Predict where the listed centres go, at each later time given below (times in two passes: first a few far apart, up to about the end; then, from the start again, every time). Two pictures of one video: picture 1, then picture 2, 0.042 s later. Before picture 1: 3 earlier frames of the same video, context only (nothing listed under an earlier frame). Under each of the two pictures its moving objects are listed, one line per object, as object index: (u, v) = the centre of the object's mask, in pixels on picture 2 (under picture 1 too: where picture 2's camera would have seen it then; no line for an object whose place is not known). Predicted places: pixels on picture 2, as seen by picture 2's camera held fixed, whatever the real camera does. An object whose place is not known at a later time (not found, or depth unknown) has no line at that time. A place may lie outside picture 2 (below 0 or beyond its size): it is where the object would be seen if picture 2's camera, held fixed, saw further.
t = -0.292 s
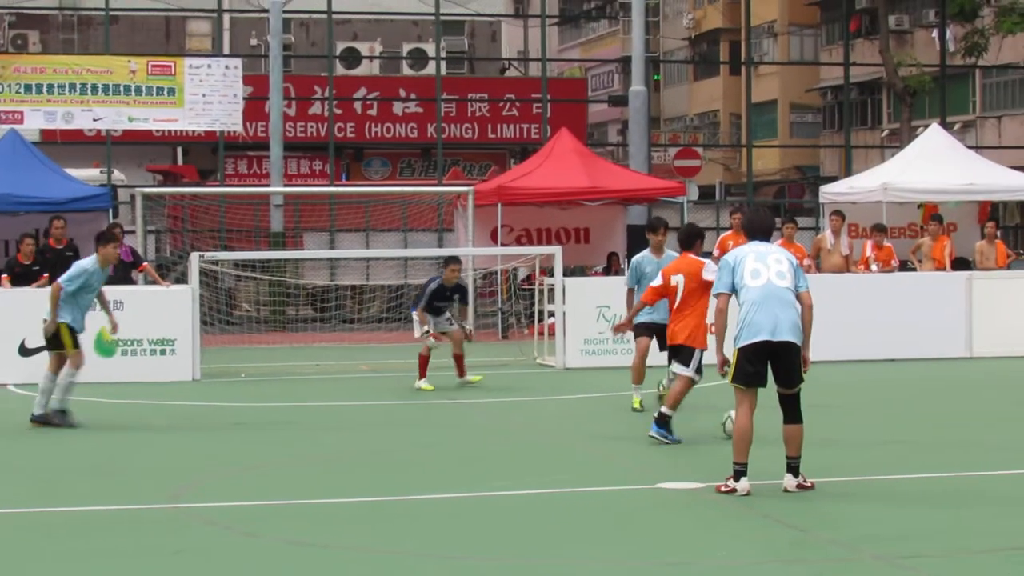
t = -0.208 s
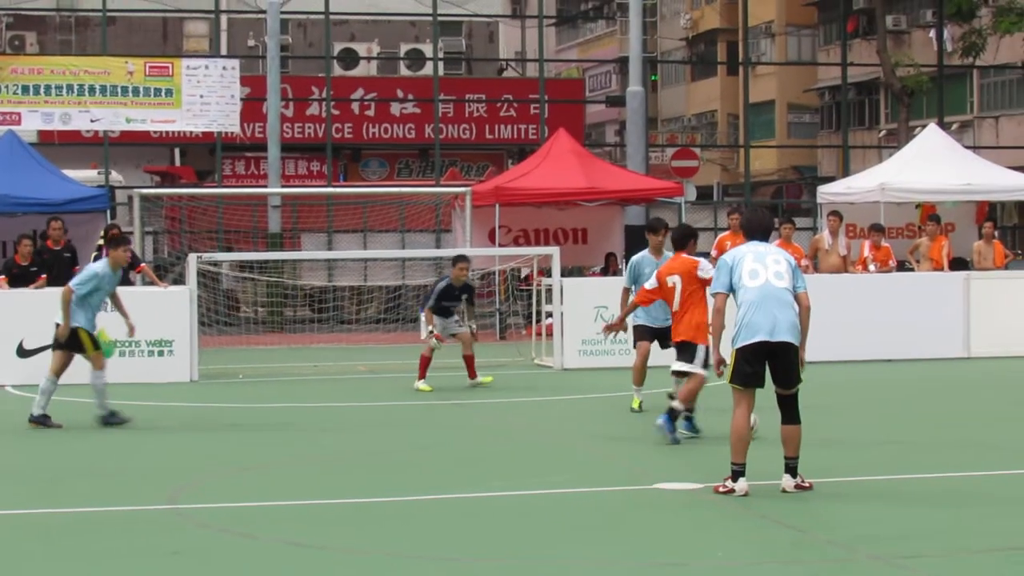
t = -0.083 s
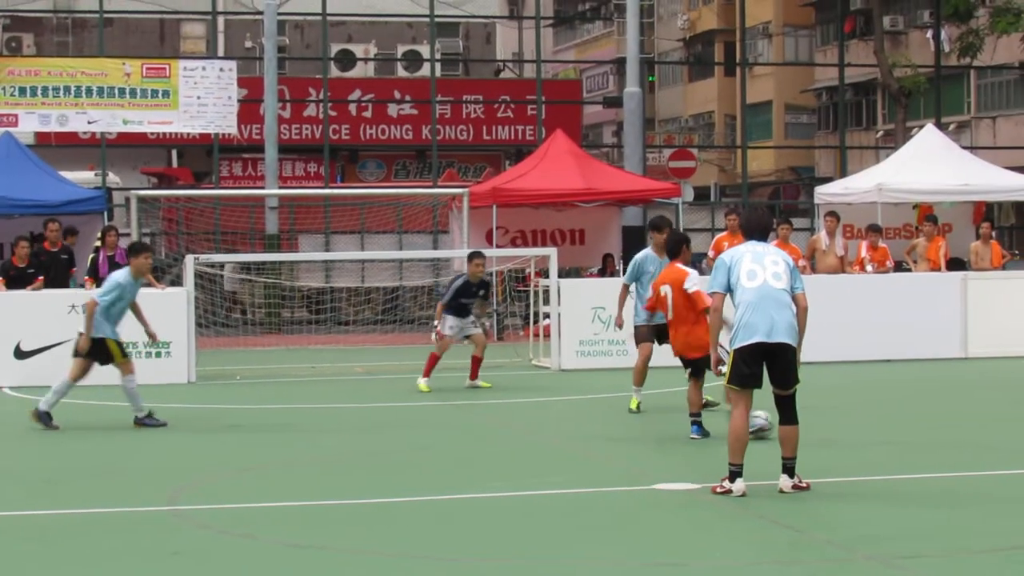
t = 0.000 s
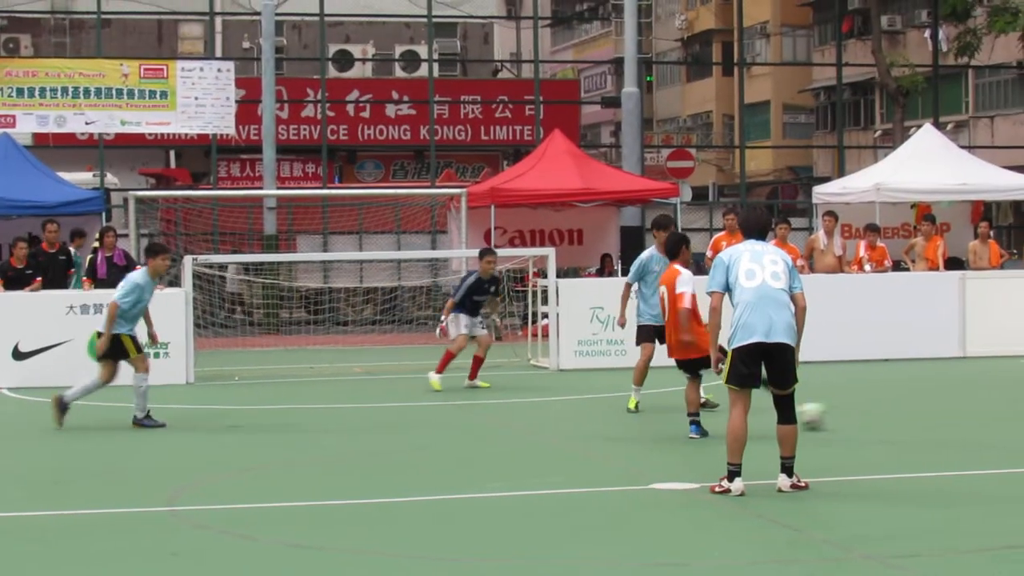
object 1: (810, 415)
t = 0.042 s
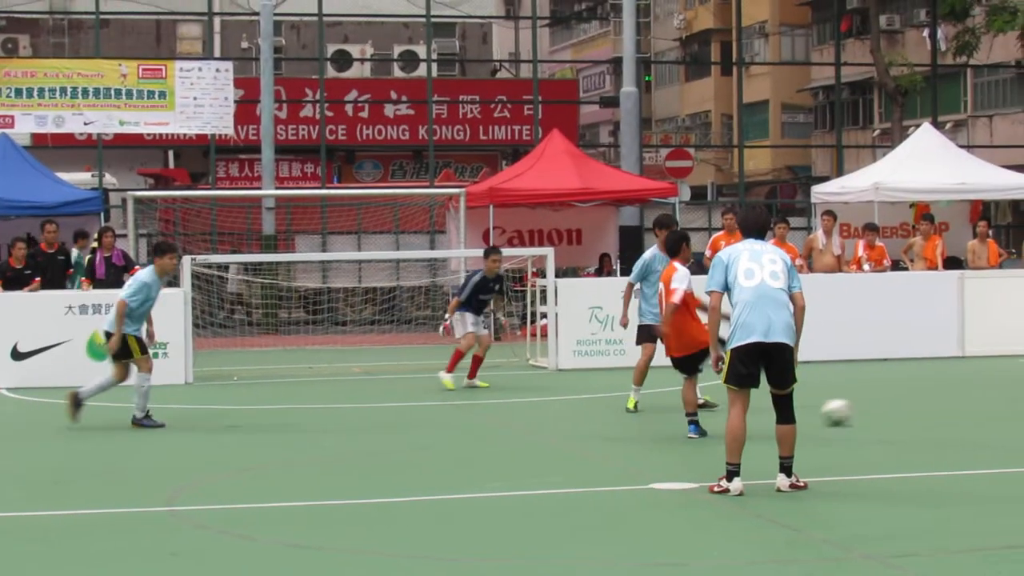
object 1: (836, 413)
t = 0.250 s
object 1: (929, 396)
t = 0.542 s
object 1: (1012, 382)
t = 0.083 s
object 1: (858, 410)
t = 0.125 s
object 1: (878, 405)
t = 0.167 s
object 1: (897, 402)
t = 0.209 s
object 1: (914, 400)
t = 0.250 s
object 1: (929, 396)
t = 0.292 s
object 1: (944, 394)
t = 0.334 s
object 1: (956, 392)
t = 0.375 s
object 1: (969, 387)
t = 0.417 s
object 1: (980, 386)
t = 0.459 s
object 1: (991, 385)
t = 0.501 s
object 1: (1002, 383)
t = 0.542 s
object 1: (1012, 382)
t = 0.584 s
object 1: (1023, 379)
